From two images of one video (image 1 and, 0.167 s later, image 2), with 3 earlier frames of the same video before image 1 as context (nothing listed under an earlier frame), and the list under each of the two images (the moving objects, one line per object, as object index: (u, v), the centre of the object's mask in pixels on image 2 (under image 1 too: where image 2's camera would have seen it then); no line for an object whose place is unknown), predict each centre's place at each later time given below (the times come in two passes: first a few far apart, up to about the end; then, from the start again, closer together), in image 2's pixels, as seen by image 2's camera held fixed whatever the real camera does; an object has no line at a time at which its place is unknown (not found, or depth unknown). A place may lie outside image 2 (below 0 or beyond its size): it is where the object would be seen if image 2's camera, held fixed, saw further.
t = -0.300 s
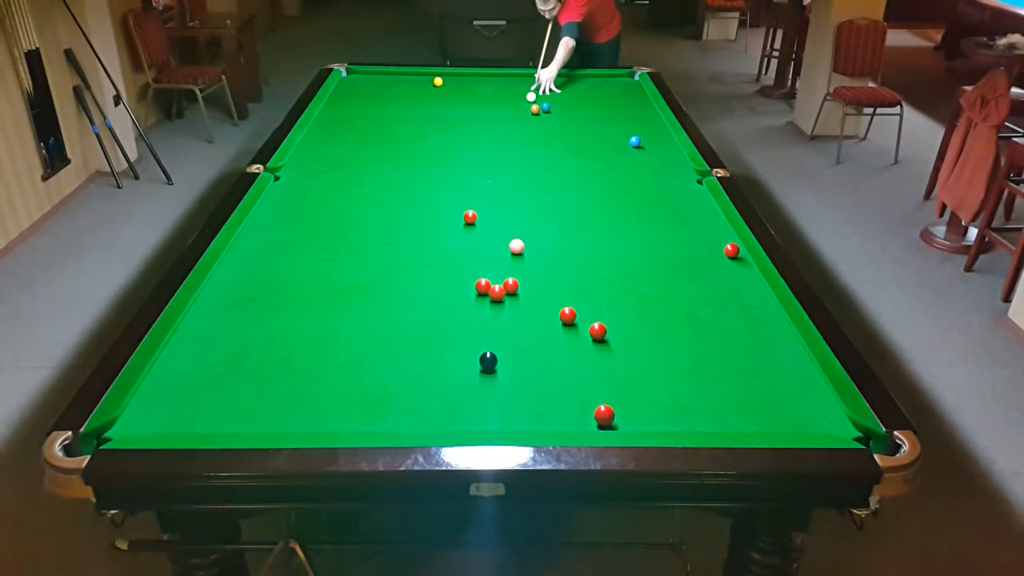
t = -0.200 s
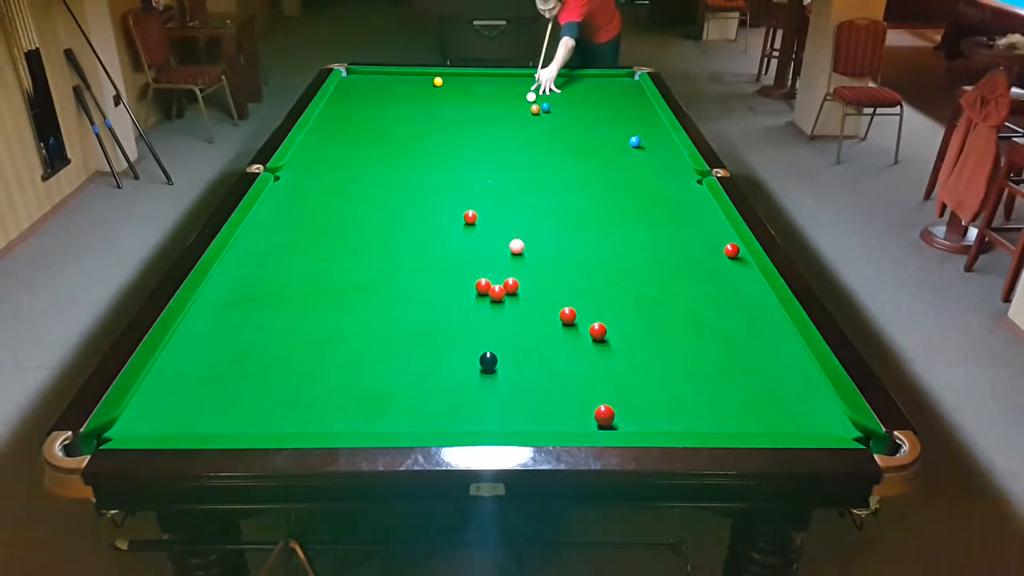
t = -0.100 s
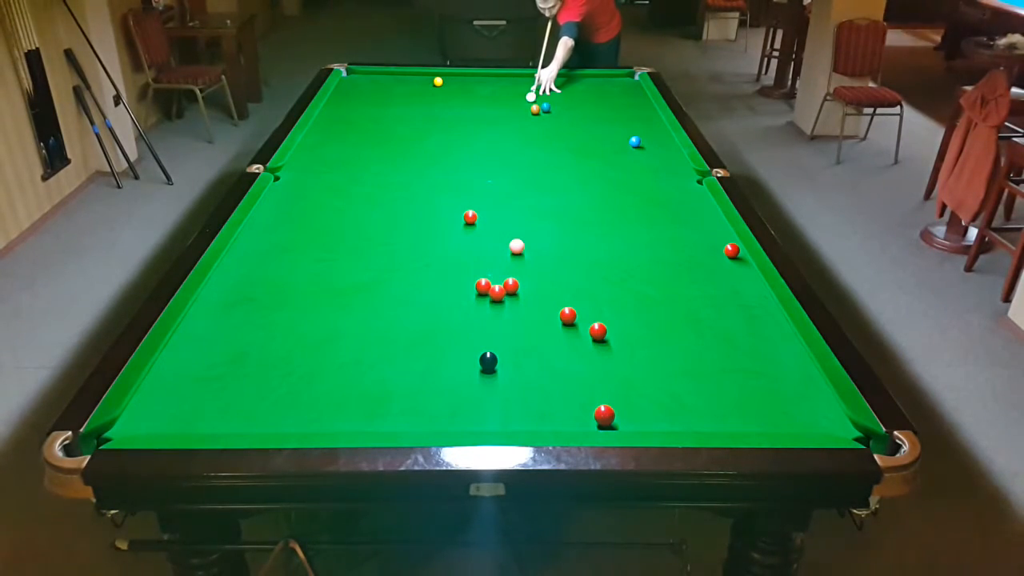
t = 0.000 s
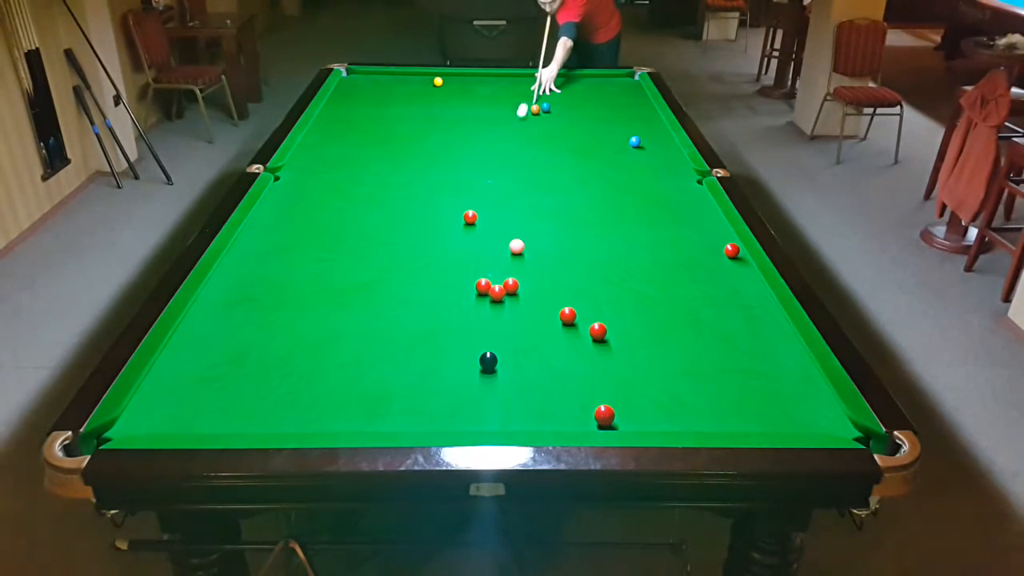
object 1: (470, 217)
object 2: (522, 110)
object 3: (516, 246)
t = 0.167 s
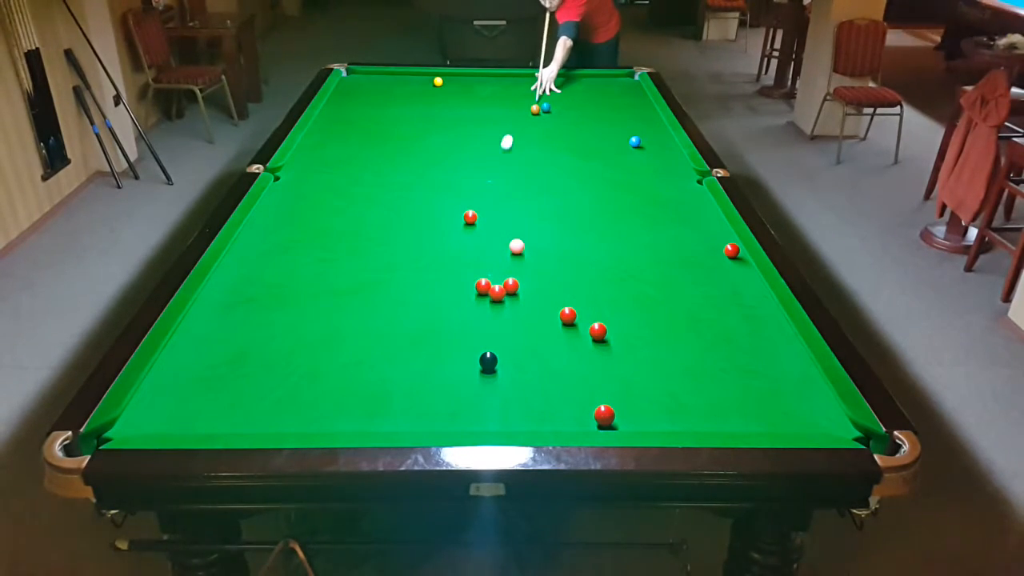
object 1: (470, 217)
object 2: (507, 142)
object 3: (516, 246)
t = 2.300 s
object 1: (299, 354)
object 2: (778, 378)
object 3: (516, 246)
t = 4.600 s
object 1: (511, 248)
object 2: (538, 224)
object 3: (514, 235)
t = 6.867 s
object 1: (512, 248)
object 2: (534, 178)
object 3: (500, 229)
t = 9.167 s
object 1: (512, 249)
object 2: (533, 175)
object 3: (500, 229)
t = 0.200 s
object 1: (470, 217)
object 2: (503, 149)
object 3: (516, 246)
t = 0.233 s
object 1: (470, 217)
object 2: (501, 155)
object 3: (516, 246)
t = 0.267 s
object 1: (470, 217)
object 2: (497, 162)
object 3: (516, 246)
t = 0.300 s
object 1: (470, 217)
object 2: (494, 169)
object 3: (516, 246)
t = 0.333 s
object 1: (470, 217)
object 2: (492, 175)
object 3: (516, 246)
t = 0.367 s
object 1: (470, 217)
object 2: (489, 182)
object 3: (516, 246)
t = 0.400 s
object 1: (470, 217)
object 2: (486, 189)
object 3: (516, 246)
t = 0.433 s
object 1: (470, 217)
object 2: (483, 197)
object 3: (516, 246)
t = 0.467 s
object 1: (470, 217)
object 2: (481, 204)
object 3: (516, 246)
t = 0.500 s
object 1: (468, 217)
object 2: (479, 211)
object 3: (516, 246)
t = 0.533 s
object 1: (459, 222)
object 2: (485, 214)
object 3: (516, 246)
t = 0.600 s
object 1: (439, 233)
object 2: (499, 219)
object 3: (516, 246)
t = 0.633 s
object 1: (429, 239)
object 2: (506, 222)
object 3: (516, 246)
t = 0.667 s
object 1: (419, 244)
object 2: (512, 226)
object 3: (516, 246)
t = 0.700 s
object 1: (409, 250)
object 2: (517, 229)
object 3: (516, 246)
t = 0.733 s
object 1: (400, 255)
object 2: (523, 233)
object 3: (516, 246)
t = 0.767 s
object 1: (391, 260)
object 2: (528, 237)
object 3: (516, 246)
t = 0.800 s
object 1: (382, 265)
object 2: (534, 240)
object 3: (516, 246)
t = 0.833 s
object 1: (373, 270)
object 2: (540, 244)
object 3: (516, 246)
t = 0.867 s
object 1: (364, 275)
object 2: (546, 249)
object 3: (516, 246)
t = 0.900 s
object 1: (354, 280)
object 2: (552, 253)
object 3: (516, 246)
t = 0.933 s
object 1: (344, 285)
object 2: (558, 257)
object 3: (516, 246)
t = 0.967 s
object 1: (334, 291)
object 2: (564, 261)
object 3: (516, 246)
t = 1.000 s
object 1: (323, 297)
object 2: (570, 265)
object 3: (516, 246)
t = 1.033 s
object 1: (313, 302)
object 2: (576, 270)
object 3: (516, 246)
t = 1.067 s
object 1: (302, 308)
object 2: (583, 275)
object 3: (516, 246)
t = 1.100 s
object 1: (290, 314)
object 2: (590, 279)
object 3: (517, 246)
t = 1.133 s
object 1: (279, 320)
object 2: (596, 283)
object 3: (517, 246)
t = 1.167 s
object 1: (267, 327)
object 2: (603, 288)
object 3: (517, 246)
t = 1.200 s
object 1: (255, 333)
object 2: (610, 293)
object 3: (517, 246)
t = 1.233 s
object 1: (243, 340)
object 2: (617, 298)
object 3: (517, 246)
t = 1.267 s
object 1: (230, 347)
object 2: (624, 303)
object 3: (517, 246)
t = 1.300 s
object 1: (217, 354)
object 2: (632, 308)
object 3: (517, 246)
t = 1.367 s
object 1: (189, 369)
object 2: (647, 319)
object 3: (516, 246)
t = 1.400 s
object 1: (175, 376)
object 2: (655, 325)
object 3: (516, 246)
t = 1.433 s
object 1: (161, 384)
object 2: (663, 330)
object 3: (516, 246)
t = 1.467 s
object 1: (147, 393)
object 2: (671, 336)
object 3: (516, 246)
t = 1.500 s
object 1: (146, 400)
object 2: (679, 342)
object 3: (516, 246)
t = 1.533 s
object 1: (150, 406)
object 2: (688, 348)
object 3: (516, 246)
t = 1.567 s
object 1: (152, 412)
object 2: (697, 354)
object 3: (516, 246)
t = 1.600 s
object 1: (154, 418)
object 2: (706, 360)
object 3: (516, 246)
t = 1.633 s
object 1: (156, 423)
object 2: (715, 366)
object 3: (516, 246)
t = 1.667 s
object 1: (160, 426)
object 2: (725, 373)
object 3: (516, 246)
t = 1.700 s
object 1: (168, 423)
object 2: (735, 380)
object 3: (516, 246)
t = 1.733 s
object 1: (177, 420)
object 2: (745, 386)
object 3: (516, 246)
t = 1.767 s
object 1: (185, 416)
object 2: (755, 393)
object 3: (516, 246)
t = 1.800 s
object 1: (193, 411)
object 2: (765, 400)
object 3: (516, 246)
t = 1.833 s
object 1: (201, 407)
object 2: (776, 408)
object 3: (516, 246)
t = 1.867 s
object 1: (209, 402)
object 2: (787, 415)
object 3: (516, 246)
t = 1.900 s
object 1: (217, 398)
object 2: (797, 421)
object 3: (516, 246)
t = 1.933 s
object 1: (224, 394)
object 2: (807, 425)
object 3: (516, 246)
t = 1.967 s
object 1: (232, 390)
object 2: (814, 422)
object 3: (516, 246)
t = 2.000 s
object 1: (239, 386)
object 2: (819, 417)
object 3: (516, 246)
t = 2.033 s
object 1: (246, 382)
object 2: (824, 412)
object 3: (516, 246)
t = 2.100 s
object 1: (260, 374)
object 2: (824, 403)
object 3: (516, 246)
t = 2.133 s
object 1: (267, 371)
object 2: (815, 399)
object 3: (516, 246)
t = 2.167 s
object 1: (274, 367)
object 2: (808, 394)
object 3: (516, 246)
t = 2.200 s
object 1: (280, 364)
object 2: (800, 390)
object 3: (516, 246)
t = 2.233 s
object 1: (287, 361)
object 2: (793, 386)
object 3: (516, 246)
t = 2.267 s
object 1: (293, 357)
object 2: (785, 382)
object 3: (516, 246)
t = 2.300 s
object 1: (299, 354)
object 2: (778, 378)
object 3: (516, 246)
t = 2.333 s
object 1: (305, 351)
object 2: (771, 374)
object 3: (516, 246)
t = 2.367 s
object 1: (311, 348)
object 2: (764, 370)
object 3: (516, 246)
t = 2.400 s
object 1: (316, 345)
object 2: (757, 366)
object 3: (516, 246)
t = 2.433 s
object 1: (322, 342)
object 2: (751, 363)
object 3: (516, 246)
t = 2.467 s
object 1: (328, 339)
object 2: (744, 359)
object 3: (516, 246)
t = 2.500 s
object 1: (333, 336)
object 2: (738, 356)
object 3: (516, 246)
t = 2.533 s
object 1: (338, 333)
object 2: (731, 352)
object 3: (516, 246)
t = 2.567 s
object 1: (344, 331)
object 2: (725, 349)
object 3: (516, 246)
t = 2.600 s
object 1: (349, 328)
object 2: (719, 345)
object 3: (516, 246)
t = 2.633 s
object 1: (354, 325)
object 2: (713, 342)
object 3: (516, 246)
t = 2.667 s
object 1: (359, 323)
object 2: (708, 339)
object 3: (516, 246)
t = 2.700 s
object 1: (364, 320)
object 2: (702, 336)
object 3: (516, 246)
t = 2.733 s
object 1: (369, 318)
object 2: (697, 333)
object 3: (516, 246)
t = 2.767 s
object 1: (374, 316)
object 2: (691, 330)
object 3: (516, 246)
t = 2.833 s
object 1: (383, 311)
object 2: (681, 324)
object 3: (516, 246)
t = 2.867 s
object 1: (387, 309)
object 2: (676, 321)
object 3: (516, 246)
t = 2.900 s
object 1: (392, 306)
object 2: (671, 318)
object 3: (516, 246)
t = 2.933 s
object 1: (396, 304)
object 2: (666, 315)
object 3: (516, 246)
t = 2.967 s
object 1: (400, 302)
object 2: (662, 313)
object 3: (516, 246)
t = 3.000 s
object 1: (405, 300)
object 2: (657, 310)
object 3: (516, 246)
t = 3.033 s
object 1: (409, 298)
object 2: (653, 308)
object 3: (516, 246)
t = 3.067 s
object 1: (413, 296)
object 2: (648, 305)
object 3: (516, 246)
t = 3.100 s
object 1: (417, 294)
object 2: (644, 303)
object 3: (516, 246)
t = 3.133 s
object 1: (421, 292)
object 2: (640, 300)
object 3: (516, 246)
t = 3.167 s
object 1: (425, 290)
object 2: (635, 298)
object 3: (516, 246)
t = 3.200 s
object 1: (429, 288)
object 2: (631, 296)
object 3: (516, 246)
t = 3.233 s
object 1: (433, 286)
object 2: (627, 293)
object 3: (516, 246)
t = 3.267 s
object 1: (436, 285)
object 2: (623, 291)
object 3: (516, 246)
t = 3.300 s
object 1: (440, 283)
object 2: (619, 289)
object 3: (516, 246)
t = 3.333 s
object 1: (444, 281)
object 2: (616, 287)
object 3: (516, 246)
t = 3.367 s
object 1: (447, 279)
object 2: (612, 284)
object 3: (516, 246)
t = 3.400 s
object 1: (451, 278)
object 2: (608, 282)
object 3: (516, 246)
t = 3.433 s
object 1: (454, 276)
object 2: (605, 280)
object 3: (516, 246)
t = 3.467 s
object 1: (457, 274)
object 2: (601, 278)
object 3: (516, 246)
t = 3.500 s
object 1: (461, 273)
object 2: (598, 276)
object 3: (516, 246)
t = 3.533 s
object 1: (464, 271)
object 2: (594, 274)
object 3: (516, 246)
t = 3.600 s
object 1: (470, 268)
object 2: (588, 270)
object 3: (516, 246)
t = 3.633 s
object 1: (473, 266)
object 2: (585, 268)
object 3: (516, 246)
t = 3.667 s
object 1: (477, 265)
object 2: (581, 266)
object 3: (516, 246)
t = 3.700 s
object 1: (480, 263)
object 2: (578, 264)
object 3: (516, 246)
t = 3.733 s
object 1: (483, 262)
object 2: (575, 263)
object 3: (516, 246)
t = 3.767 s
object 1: (486, 260)
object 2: (572, 261)
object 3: (516, 246)
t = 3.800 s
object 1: (488, 259)
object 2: (569, 259)
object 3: (516, 246)
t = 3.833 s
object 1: (491, 258)
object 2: (566, 257)
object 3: (516, 246)
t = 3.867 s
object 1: (494, 257)
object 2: (563, 256)
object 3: (516, 246)
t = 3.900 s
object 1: (497, 255)
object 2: (560, 254)
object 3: (516, 246)
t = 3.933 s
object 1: (500, 254)
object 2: (558, 253)
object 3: (517, 246)
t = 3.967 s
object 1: (502, 253)
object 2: (555, 251)
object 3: (517, 246)
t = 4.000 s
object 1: (505, 251)
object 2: (552, 249)
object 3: (517, 246)
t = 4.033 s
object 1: (506, 251)
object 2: (550, 248)
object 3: (518, 245)
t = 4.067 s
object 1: (507, 250)
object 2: (547, 246)
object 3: (520, 244)
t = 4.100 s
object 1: (507, 250)
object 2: (545, 245)
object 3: (521, 244)
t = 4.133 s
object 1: (508, 250)
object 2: (542, 243)
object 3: (523, 243)
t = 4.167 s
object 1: (508, 250)
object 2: (539, 242)
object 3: (524, 243)
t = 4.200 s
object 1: (508, 250)
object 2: (539, 240)
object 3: (524, 242)
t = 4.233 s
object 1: (509, 249)
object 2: (539, 239)
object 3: (523, 241)
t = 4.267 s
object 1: (509, 249)
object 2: (539, 237)
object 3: (522, 241)
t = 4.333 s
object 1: (510, 249)
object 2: (539, 234)
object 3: (520, 239)
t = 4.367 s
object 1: (510, 249)
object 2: (539, 233)
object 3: (520, 239)
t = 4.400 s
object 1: (510, 249)
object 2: (539, 231)
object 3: (519, 238)
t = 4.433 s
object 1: (511, 249)
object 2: (538, 230)
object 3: (518, 238)
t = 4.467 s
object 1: (511, 249)
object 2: (538, 229)
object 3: (517, 237)
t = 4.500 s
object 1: (511, 249)
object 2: (538, 228)
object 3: (517, 237)
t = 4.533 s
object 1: (511, 248)
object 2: (538, 226)
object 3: (516, 236)
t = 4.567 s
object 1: (511, 248)
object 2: (538, 225)
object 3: (515, 236)
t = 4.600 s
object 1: (511, 248)
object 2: (538, 224)
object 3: (514, 235)
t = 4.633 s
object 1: (512, 248)
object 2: (538, 223)
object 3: (514, 235)
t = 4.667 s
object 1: (512, 248)
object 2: (538, 221)
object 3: (513, 235)
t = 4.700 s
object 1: (512, 248)
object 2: (538, 220)
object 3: (512, 234)
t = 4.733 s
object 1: (512, 248)
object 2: (538, 219)
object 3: (511, 234)
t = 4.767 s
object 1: (512, 248)
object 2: (538, 218)
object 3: (511, 234)
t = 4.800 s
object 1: (512, 248)
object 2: (538, 217)
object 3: (510, 233)
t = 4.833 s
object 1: (512, 248)
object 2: (538, 216)
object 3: (509, 233)
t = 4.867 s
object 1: (512, 248)
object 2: (538, 215)
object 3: (509, 233)
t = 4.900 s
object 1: (512, 248)
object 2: (538, 213)
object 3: (509, 233)
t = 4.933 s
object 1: (512, 248)
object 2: (537, 212)
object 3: (508, 232)
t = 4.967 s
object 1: (512, 248)
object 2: (537, 211)
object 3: (507, 232)
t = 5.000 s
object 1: (512, 248)
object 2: (537, 210)
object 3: (507, 232)
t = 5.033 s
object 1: (512, 248)
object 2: (537, 209)
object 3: (506, 231)
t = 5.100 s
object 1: (512, 248)
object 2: (537, 207)
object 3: (505, 231)
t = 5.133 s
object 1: (512, 248)
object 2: (537, 207)
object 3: (505, 231)
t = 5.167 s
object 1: (512, 248)
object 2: (537, 205)
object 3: (504, 230)
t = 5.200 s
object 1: (512, 248)
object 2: (537, 205)
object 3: (504, 230)
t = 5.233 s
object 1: (512, 248)
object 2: (537, 204)
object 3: (504, 230)
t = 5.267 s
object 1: (512, 248)
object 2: (537, 203)
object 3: (503, 230)
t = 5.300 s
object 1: (512, 248)
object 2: (537, 202)
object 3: (503, 230)
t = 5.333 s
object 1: (512, 248)
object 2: (537, 201)
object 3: (502, 229)
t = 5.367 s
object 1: (512, 248)
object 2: (537, 200)
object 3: (502, 229)
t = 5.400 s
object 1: (512, 248)
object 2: (537, 200)
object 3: (502, 229)
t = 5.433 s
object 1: (512, 248)
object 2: (537, 199)
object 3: (502, 229)
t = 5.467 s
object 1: (512, 248)
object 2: (536, 198)
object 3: (501, 229)
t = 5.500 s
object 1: (512, 248)
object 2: (537, 197)
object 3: (501, 229)
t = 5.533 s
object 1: (512, 248)
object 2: (536, 196)
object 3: (501, 229)
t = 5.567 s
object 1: (512, 248)
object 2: (536, 196)
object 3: (501, 229)
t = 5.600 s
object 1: (512, 248)
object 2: (536, 195)
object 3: (501, 229)
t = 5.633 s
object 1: (512, 248)
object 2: (536, 195)
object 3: (501, 229)
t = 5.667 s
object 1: (512, 248)
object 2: (536, 194)
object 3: (500, 229)
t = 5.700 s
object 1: (512, 248)
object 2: (536, 193)
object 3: (500, 229)
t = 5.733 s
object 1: (512, 248)
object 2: (536, 192)
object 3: (500, 229)
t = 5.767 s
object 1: (512, 249)
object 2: (536, 192)
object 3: (500, 229)
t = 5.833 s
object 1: (512, 248)
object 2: (536, 190)
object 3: (500, 229)
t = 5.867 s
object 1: (512, 248)
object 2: (536, 190)
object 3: (500, 229)
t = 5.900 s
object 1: (512, 248)
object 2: (536, 189)
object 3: (500, 229)
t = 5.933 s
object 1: (512, 249)
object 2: (536, 189)
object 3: (500, 229)
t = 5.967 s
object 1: (512, 248)
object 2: (536, 188)
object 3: (500, 229)
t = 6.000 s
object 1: (512, 248)
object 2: (536, 188)
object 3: (500, 229)
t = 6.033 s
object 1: (512, 248)
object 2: (535, 187)
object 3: (500, 229)
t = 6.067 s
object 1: (512, 248)
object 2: (535, 187)
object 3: (500, 229)
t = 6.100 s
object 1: (512, 248)
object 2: (536, 186)
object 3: (500, 229)
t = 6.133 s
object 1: (512, 248)
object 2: (535, 186)
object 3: (500, 229)
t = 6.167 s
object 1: (512, 248)
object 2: (536, 185)
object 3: (500, 229)
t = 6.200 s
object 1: (512, 248)
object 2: (535, 185)
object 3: (500, 229)
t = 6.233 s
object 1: (512, 248)
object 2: (535, 184)
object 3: (500, 229)
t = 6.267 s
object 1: (512, 248)
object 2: (535, 184)
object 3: (500, 229)
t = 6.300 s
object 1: (512, 248)
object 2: (535, 183)
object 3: (500, 229)
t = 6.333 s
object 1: (512, 248)
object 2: (535, 183)
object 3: (500, 229)
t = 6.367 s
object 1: (512, 248)
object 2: (535, 182)
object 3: (500, 229)
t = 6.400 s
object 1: (512, 248)
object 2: (535, 182)
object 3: (500, 229)
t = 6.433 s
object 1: (512, 248)
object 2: (535, 182)
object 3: (500, 229)
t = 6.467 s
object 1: (512, 248)
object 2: (535, 181)
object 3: (500, 229)
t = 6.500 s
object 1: (512, 248)
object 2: (535, 181)
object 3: (500, 229)
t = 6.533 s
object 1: (512, 248)
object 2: (535, 181)
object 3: (500, 229)
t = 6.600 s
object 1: (512, 248)
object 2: (535, 180)
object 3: (500, 229)
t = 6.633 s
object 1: (512, 248)
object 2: (535, 180)
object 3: (500, 229)
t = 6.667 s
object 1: (512, 248)
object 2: (535, 179)
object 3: (500, 229)
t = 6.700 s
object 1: (512, 248)
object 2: (535, 179)
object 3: (500, 229)
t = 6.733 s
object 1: (512, 248)
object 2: (535, 179)
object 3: (500, 229)
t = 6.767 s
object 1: (512, 248)
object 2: (535, 178)
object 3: (500, 229)
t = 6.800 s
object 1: (512, 248)
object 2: (535, 178)
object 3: (500, 229)
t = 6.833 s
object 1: (512, 248)
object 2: (535, 178)
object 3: (500, 229)
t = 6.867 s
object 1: (512, 248)
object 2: (534, 178)
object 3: (500, 229)
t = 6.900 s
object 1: (512, 248)
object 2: (534, 177)
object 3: (500, 229)
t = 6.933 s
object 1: (512, 248)
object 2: (534, 177)
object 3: (500, 229)
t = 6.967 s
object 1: (512, 248)
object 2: (534, 177)
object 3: (500, 229)
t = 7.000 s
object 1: (512, 248)
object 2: (534, 177)
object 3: (500, 229)
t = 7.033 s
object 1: (512, 248)
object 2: (534, 176)
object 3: (500, 229)
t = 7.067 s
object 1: (512, 248)
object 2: (534, 176)
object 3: (500, 229)
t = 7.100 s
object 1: (512, 248)
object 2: (534, 176)
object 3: (500, 229)
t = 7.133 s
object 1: (512, 248)
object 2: (534, 176)
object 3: (500, 229)
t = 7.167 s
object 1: (512, 248)
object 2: (534, 176)
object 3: (500, 229)
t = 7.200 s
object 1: (512, 248)
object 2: (534, 176)
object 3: (500, 229)
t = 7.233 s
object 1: (512, 248)
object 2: (533, 175)
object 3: (500, 229)
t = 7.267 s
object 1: (512, 248)
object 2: (534, 175)
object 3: (500, 229)
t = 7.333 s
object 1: (512, 248)
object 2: (534, 175)
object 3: (500, 229)
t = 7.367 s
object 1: (512, 248)
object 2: (534, 175)
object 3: (500, 229)
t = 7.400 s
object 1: (512, 248)
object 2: (533, 175)
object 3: (500, 229)
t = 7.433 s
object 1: (512, 248)
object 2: (533, 175)
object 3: (500, 229)
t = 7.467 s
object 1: (512, 248)
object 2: (533, 175)
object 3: (500, 229)
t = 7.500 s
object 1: (512, 248)
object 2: (533, 175)
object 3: (500, 229)
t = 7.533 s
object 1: (512, 248)
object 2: (533, 175)
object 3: (500, 229)
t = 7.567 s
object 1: (512, 248)
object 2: (533, 175)
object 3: (500, 229)
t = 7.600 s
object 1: (512, 248)
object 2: (533, 175)
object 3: (500, 229)
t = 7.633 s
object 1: (512, 248)
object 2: (533, 175)
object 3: (500, 229)
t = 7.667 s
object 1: (512, 248)
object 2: (533, 175)
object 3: (500, 229)
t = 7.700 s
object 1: (512, 248)
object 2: (533, 175)
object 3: (500, 229)
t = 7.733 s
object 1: (512, 248)
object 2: (533, 175)
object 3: (500, 229)
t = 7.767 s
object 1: (512, 248)
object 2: (533, 174)
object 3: (500, 229)
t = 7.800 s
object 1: (512, 248)
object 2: (533, 175)
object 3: (500, 229)
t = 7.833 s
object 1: (512, 248)
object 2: (533, 175)
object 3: (500, 229)
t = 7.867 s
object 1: (512, 248)
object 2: (533, 175)
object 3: (500, 229)
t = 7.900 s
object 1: (512, 248)
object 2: (533, 175)
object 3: (500, 229)
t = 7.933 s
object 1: (512, 248)
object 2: (533, 175)
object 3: (500, 229)
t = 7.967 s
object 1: (512, 248)
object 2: (533, 174)
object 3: (500, 229)
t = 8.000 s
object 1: (512, 248)
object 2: (533, 175)
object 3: (500, 229)
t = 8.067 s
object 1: (512, 248)
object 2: (533, 175)
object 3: (500, 229)
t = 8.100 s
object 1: (512, 248)
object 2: (533, 175)
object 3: (500, 229)
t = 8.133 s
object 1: (512, 248)
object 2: (533, 175)
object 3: (500, 229)
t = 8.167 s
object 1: (512, 248)
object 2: (533, 175)
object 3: (500, 229)
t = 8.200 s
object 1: (512, 248)
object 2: (533, 175)
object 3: (500, 229)
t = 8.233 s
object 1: (512, 248)
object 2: (533, 175)
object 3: (500, 229)
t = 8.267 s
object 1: (512, 248)
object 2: (533, 175)
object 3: (500, 229)
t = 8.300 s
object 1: (512, 248)
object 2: (533, 175)
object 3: (500, 229)
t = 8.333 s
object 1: (512, 249)
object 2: (533, 175)
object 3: (500, 229)
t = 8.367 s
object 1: (512, 249)
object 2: (533, 175)
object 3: (500, 229)
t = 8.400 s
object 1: (512, 249)
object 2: (533, 175)
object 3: (500, 229)
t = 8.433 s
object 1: (512, 249)
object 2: (533, 175)
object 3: (500, 229)
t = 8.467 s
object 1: (512, 249)
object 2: (533, 175)
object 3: (500, 229)
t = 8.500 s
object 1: (512, 249)
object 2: (533, 175)
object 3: (500, 229)
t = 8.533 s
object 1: (512, 249)
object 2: (533, 175)
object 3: (500, 229)
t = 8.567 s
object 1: (512, 249)
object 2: (533, 175)
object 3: (500, 229)
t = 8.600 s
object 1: (512, 249)
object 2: (533, 175)
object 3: (500, 229)
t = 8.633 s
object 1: (512, 249)
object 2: (533, 175)
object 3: (500, 229)
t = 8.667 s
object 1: (512, 249)
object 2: (533, 175)
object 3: (500, 229)
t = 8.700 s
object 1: (512, 249)
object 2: (533, 175)
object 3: (500, 229)
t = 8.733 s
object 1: (512, 249)
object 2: (533, 175)
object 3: (500, 229)
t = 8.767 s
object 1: (512, 249)
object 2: (533, 175)
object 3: (500, 229)
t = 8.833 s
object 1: (512, 249)
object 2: (533, 175)
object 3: (500, 229)
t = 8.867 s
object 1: (512, 249)
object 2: (533, 175)
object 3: (500, 229)
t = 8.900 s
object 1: (512, 249)
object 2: (533, 175)
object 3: (500, 229)
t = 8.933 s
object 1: (512, 249)
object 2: (533, 175)
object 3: (500, 229)
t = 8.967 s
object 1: (512, 249)
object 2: (533, 175)
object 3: (500, 229)
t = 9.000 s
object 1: (512, 249)
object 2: (533, 175)
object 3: (500, 229)
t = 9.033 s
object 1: (512, 249)
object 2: (533, 175)
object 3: (500, 229)
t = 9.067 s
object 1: (512, 249)
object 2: (533, 175)
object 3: (500, 229)
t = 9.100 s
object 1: (512, 249)
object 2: (533, 175)
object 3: (500, 229)
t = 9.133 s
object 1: (512, 249)
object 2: (533, 175)
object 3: (500, 229)
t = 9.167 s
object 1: (512, 249)
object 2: (533, 175)
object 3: (500, 229)
